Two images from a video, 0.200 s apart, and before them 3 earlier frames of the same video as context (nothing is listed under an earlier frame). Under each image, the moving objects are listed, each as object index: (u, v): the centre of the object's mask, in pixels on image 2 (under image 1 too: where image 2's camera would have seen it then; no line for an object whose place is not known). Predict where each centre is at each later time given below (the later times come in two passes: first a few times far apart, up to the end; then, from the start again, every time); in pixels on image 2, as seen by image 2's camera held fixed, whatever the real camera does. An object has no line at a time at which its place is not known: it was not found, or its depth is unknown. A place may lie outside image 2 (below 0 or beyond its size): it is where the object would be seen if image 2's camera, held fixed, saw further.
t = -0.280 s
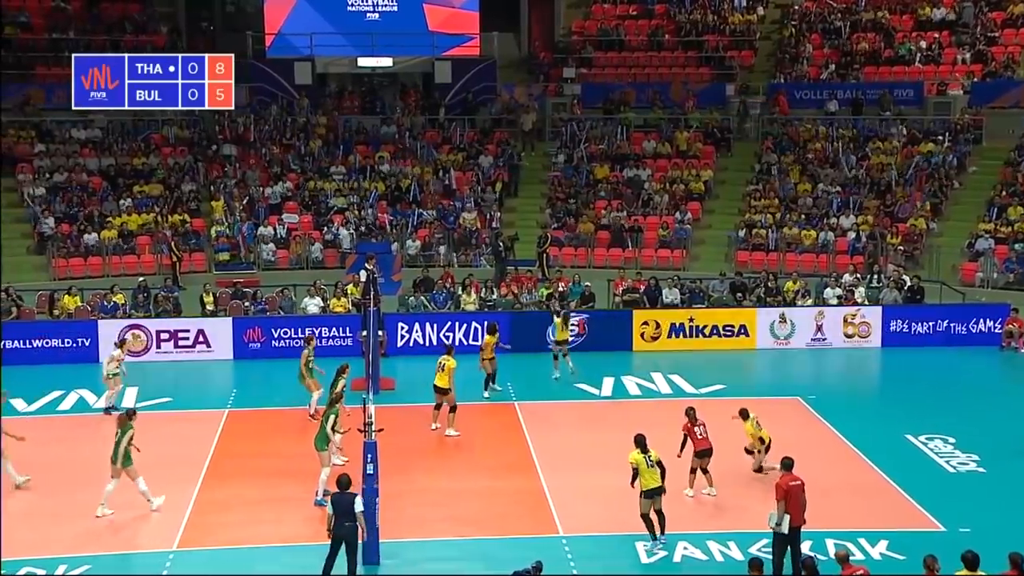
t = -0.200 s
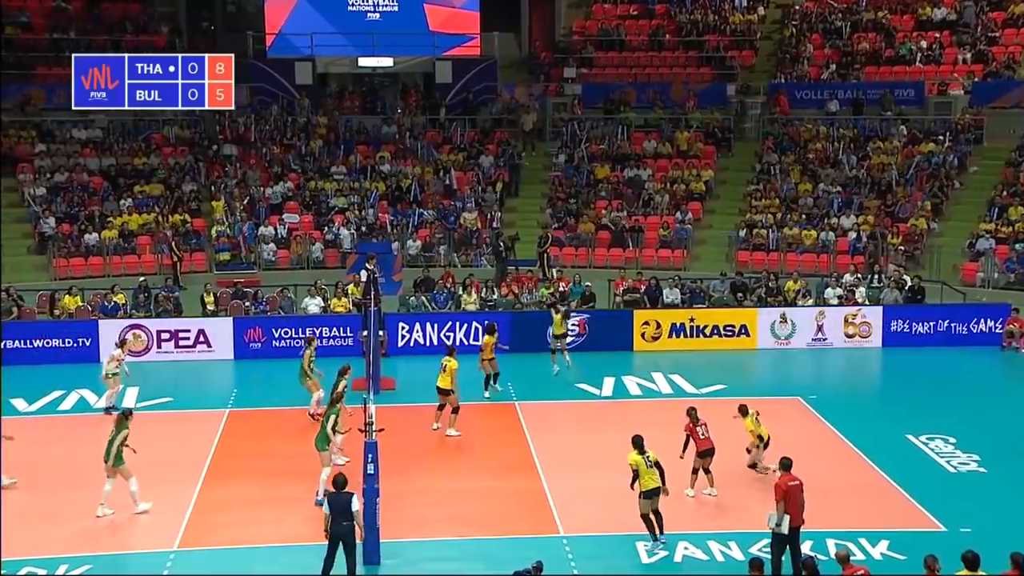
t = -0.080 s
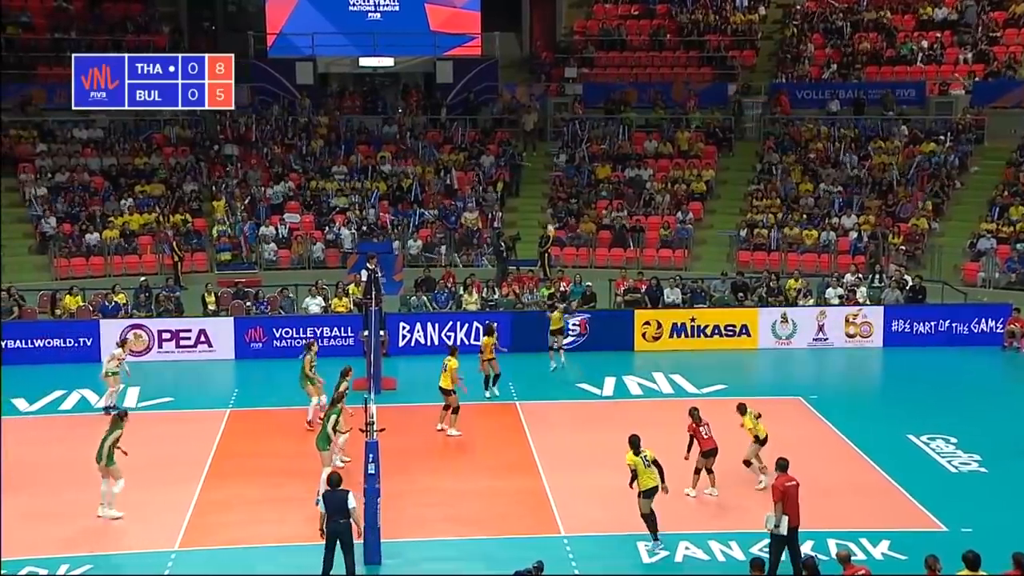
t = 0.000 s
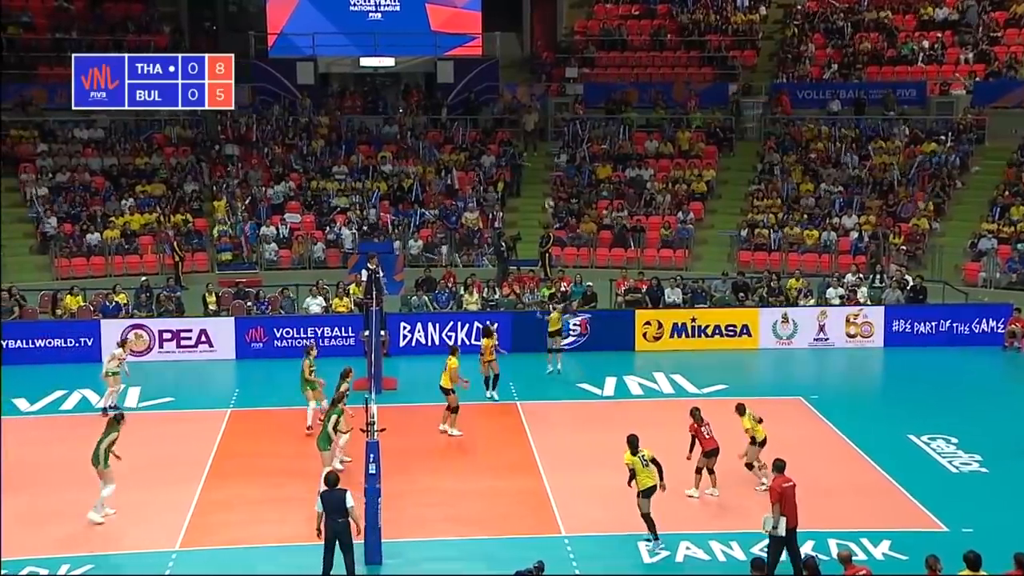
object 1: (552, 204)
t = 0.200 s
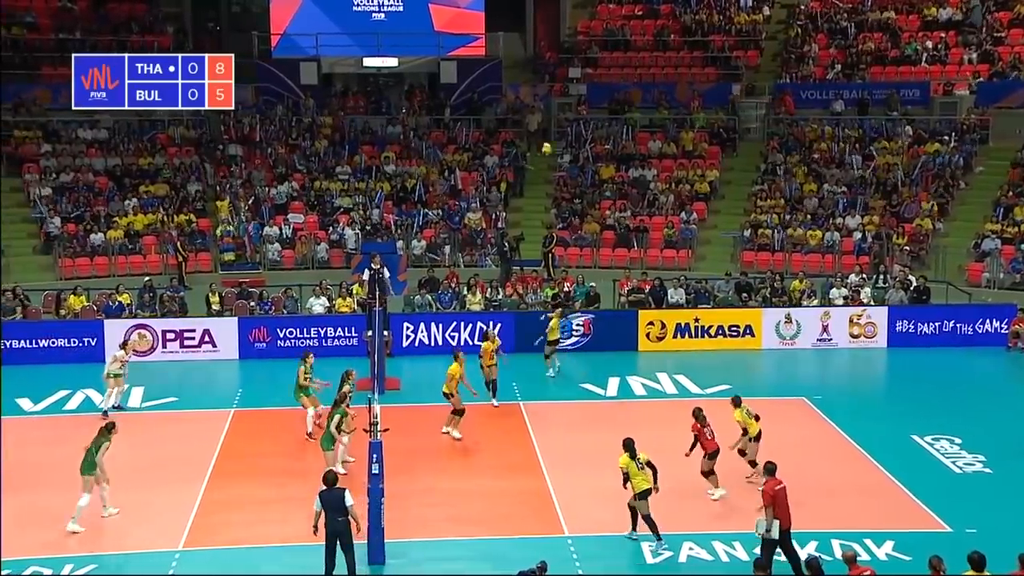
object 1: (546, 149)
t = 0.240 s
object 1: (545, 140)
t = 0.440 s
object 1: (539, 105)
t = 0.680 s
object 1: (533, 91)
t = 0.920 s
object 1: (524, 110)
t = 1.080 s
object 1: (519, 142)
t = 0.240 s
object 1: (545, 140)
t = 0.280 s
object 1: (545, 131)
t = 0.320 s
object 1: (543, 123)
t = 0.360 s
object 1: (542, 116)
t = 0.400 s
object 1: (541, 110)
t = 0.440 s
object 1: (539, 105)
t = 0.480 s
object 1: (538, 101)
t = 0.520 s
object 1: (537, 98)
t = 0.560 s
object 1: (537, 95)
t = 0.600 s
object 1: (535, 93)
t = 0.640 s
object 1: (534, 91)
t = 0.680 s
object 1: (533, 91)
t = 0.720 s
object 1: (531, 93)
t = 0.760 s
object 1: (530, 95)
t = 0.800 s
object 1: (528, 97)
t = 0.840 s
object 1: (527, 101)
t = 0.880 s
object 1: (526, 105)
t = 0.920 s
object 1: (524, 110)
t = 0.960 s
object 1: (523, 116)
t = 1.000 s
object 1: (521, 124)
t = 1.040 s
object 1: (520, 132)
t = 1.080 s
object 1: (519, 142)
